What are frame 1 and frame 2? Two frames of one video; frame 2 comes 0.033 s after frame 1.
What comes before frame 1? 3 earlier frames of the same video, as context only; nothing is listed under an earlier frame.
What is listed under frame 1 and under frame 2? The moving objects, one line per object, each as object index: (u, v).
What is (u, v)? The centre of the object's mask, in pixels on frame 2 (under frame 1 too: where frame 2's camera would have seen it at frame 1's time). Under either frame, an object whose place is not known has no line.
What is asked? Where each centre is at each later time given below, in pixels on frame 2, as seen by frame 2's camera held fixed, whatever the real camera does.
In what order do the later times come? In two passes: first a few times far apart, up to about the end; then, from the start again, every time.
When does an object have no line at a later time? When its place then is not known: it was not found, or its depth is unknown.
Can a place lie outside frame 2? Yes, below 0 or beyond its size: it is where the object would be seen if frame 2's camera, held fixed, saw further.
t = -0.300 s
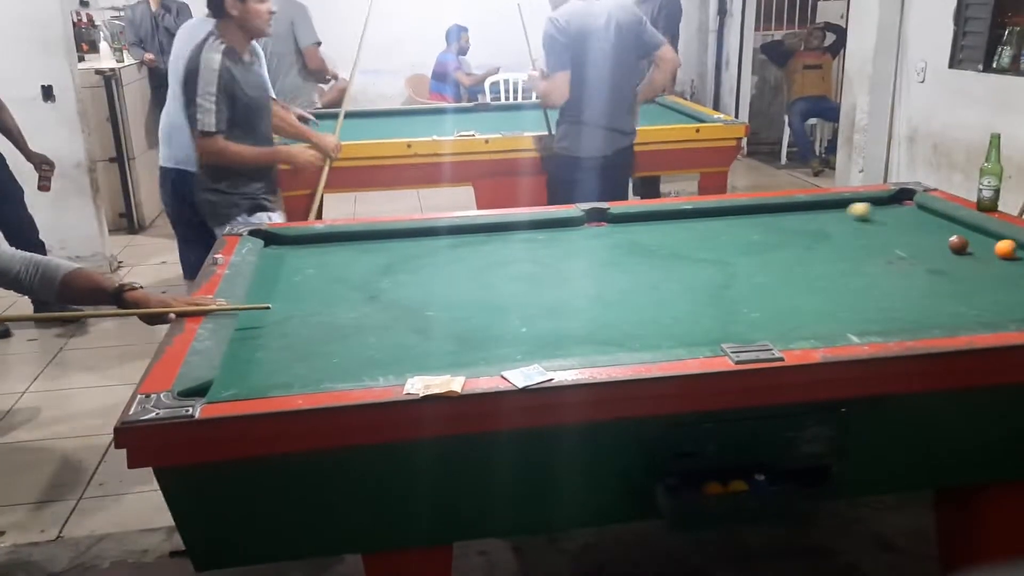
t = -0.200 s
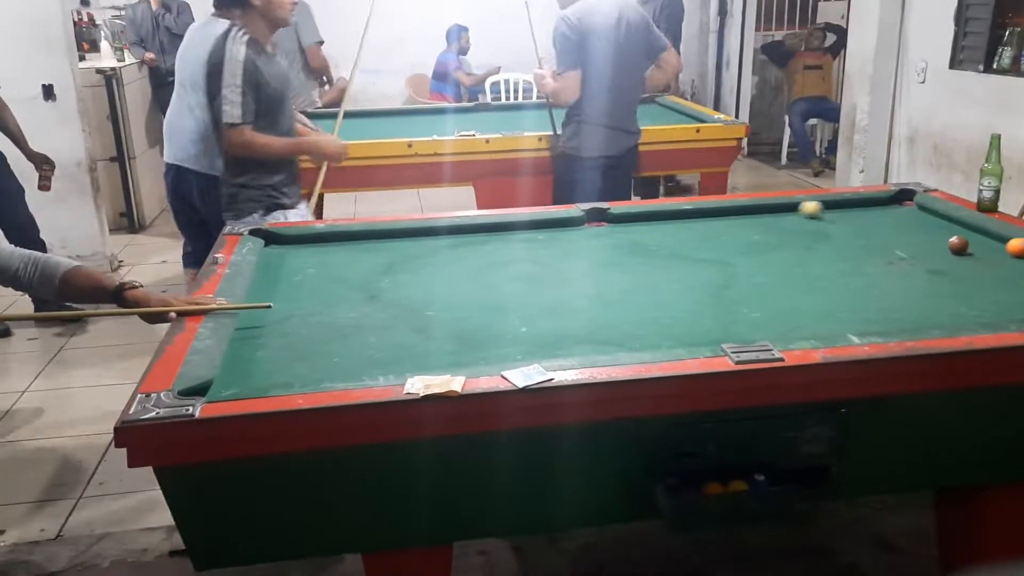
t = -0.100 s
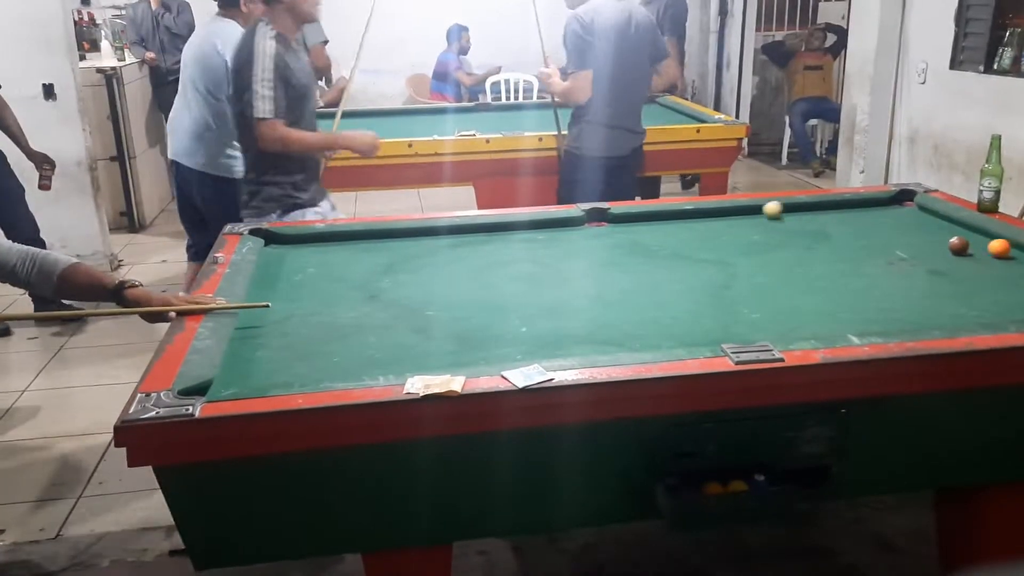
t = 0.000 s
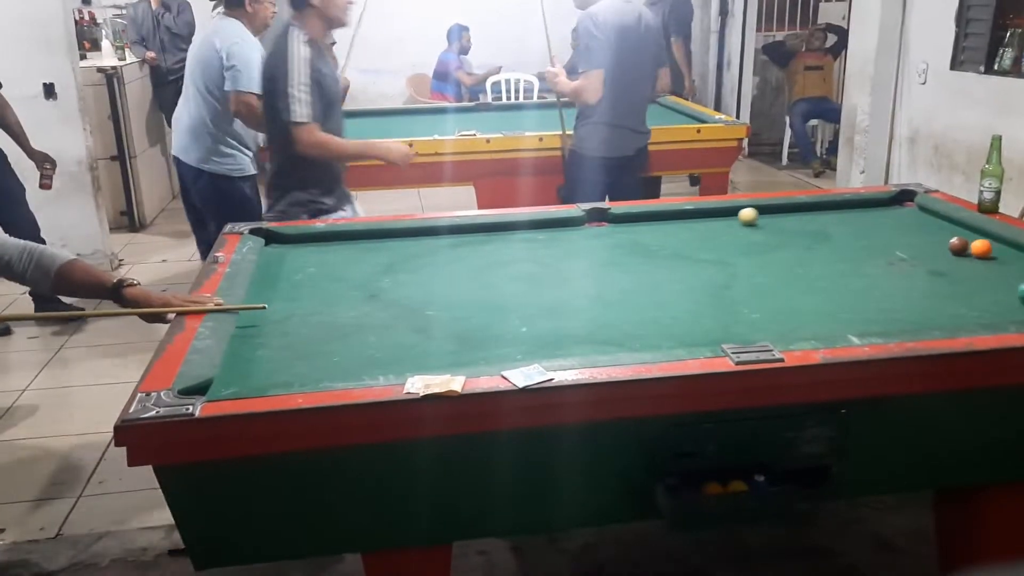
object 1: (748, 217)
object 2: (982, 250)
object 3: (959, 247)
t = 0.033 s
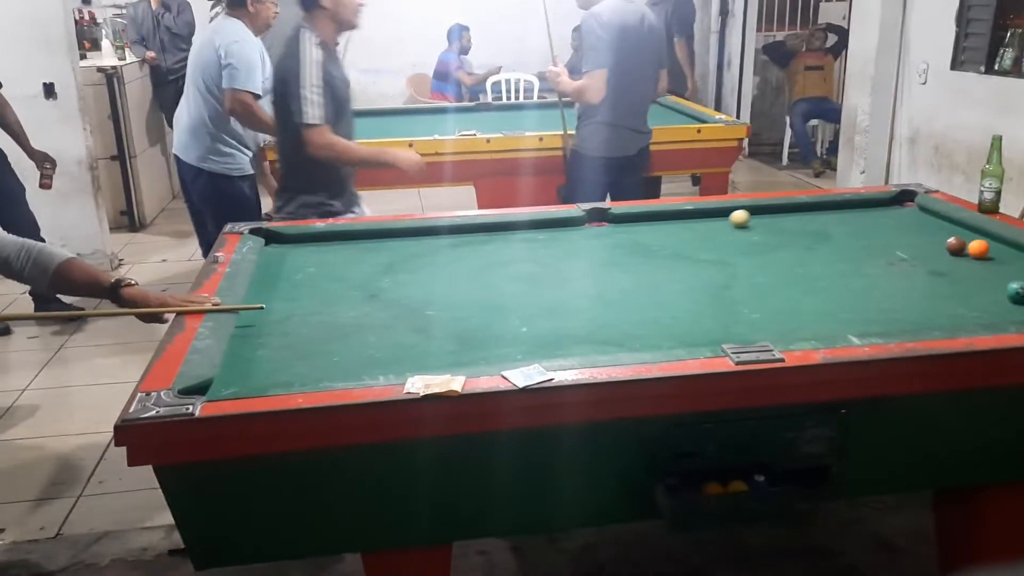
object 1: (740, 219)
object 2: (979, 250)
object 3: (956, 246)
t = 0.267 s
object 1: (678, 234)
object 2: (964, 253)
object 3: (935, 244)
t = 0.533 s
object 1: (600, 253)
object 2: (951, 256)
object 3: (915, 242)
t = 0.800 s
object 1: (515, 273)
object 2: (939, 256)
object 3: (897, 237)
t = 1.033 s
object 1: (433, 293)
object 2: (931, 259)
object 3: (885, 237)
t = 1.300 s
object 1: (328, 320)
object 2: (925, 262)
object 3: (875, 235)
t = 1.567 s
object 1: (265, 344)
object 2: (920, 263)
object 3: (867, 234)
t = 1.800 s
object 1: (336, 356)
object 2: (918, 264)
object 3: (864, 234)
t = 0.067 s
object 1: (732, 221)
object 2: (976, 250)
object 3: (953, 246)
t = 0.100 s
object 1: (723, 224)
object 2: (974, 250)
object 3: (950, 246)
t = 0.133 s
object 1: (714, 225)
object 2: (972, 251)
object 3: (947, 245)
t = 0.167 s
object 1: (705, 228)
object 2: (970, 251)
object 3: (944, 245)
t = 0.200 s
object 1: (696, 230)
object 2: (968, 252)
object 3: (941, 245)
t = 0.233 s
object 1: (686, 232)
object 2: (966, 252)
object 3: (938, 245)
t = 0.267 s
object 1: (678, 234)
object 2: (964, 253)
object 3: (935, 244)
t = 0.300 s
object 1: (668, 236)
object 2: (963, 253)
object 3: (932, 243)
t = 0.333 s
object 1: (659, 239)
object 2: (961, 253)
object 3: (930, 243)
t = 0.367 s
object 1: (649, 241)
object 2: (959, 254)
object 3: (926, 242)
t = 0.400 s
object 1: (639, 244)
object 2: (958, 255)
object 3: (923, 242)
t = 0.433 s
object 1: (630, 246)
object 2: (956, 255)
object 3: (922, 242)
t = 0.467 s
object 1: (620, 248)
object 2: (953, 255)
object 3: (919, 242)
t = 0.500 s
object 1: (610, 251)
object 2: (952, 255)
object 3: (917, 242)
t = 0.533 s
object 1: (600, 253)
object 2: (951, 256)
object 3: (915, 242)
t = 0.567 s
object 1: (589, 256)
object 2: (949, 256)
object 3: (913, 241)
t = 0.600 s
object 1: (579, 259)
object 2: (947, 256)
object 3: (910, 241)
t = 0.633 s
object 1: (569, 260)
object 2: (946, 256)
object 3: (909, 240)
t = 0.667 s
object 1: (558, 262)
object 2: (945, 254)
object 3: (906, 240)
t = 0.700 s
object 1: (548, 263)
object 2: (944, 253)
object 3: (904, 240)
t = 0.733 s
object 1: (537, 268)
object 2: (940, 256)
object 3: (901, 238)
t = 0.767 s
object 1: (526, 271)
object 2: (940, 256)
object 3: (899, 238)
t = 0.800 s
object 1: (515, 273)
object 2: (939, 256)
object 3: (897, 237)
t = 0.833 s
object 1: (504, 276)
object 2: (937, 256)
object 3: (895, 237)
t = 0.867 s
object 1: (493, 278)
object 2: (936, 256)
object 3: (892, 237)
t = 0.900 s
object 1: (481, 281)
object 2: (935, 256)
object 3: (891, 237)
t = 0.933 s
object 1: (469, 285)
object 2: (934, 257)
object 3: (890, 237)
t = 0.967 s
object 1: (457, 288)
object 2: (932, 257)
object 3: (887, 237)
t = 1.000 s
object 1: (445, 290)
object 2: (932, 258)
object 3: (886, 237)
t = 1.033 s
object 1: (433, 293)
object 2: (931, 259)
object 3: (885, 237)
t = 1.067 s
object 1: (421, 297)
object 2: (930, 260)
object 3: (883, 237)
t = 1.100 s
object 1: (408, 300)
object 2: (930, 260)
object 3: (883, 237)
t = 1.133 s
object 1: (395, 303)
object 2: (929, 261)
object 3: (881, 237)
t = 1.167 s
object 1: (382, 307)
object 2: (927, 261)
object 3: (880, 236)
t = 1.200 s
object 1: (369, 310)
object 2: (927, 262)
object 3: (879, 236)
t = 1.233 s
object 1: (355, 313)
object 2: (926, 262)
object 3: (877, 236)
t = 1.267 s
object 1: (342, 316)
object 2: (926, 262)
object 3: (877, 236)
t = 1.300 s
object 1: (328, 320)
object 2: (925, 262)
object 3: (875, 235)
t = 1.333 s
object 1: (314, 323)
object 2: (924, 262)
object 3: (874, 235)
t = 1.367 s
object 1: (300, 326)
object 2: (923, 262)
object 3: (873, 235)
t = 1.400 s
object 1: (286, 330)
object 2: (923, 263)
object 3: (872, 235)
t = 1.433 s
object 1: (271, 334)
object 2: (922, 262)
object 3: (871, 235)
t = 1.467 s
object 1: (256, 337)
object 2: (922, 263)
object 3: (870, 235)
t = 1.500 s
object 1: (243, 341)
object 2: (921, 263)
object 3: (869, 235)
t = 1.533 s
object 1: (254, 341)
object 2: (921, 263)
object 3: (868, 234)
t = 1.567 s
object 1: (265, 344)
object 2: (920, 263)
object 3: (867, 234)
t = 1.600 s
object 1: (275, 346)
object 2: (920, 263)
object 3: (867, 234)
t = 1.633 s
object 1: (285, 347)
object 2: (919, 264)
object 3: (866, 234)
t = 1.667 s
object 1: (295, 349)
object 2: (919, 263)
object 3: (866, 234)
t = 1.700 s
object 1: (305, 351)
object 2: (919, 263)
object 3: (865, 234)
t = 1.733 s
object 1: (315, 352)
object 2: (918, 263)
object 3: (865, 234)
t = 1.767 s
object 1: (326, 354)
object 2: (918, 263)
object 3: (864, 234)
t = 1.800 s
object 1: (336, 356)
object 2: (918, 264)
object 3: (864, 234)
